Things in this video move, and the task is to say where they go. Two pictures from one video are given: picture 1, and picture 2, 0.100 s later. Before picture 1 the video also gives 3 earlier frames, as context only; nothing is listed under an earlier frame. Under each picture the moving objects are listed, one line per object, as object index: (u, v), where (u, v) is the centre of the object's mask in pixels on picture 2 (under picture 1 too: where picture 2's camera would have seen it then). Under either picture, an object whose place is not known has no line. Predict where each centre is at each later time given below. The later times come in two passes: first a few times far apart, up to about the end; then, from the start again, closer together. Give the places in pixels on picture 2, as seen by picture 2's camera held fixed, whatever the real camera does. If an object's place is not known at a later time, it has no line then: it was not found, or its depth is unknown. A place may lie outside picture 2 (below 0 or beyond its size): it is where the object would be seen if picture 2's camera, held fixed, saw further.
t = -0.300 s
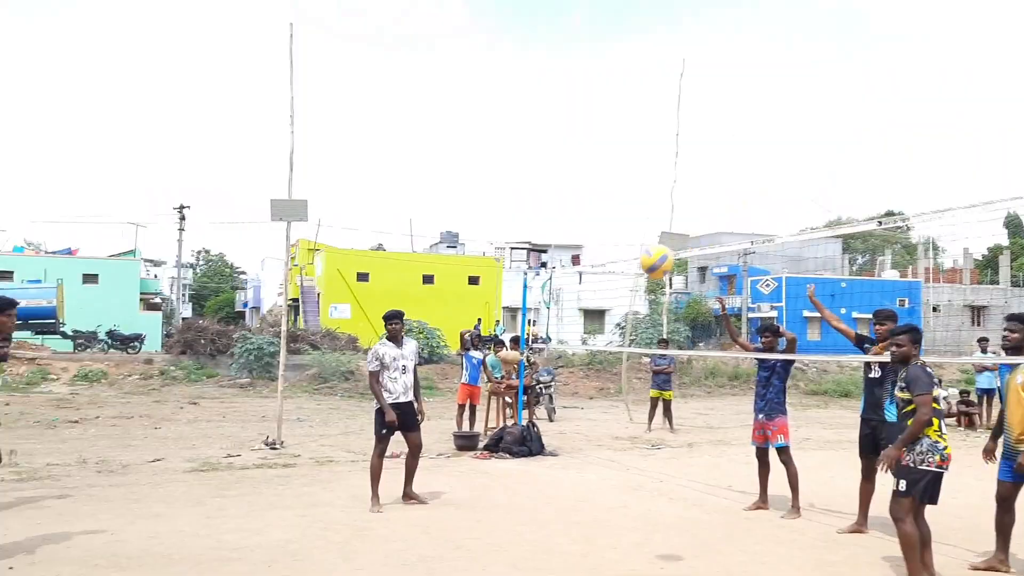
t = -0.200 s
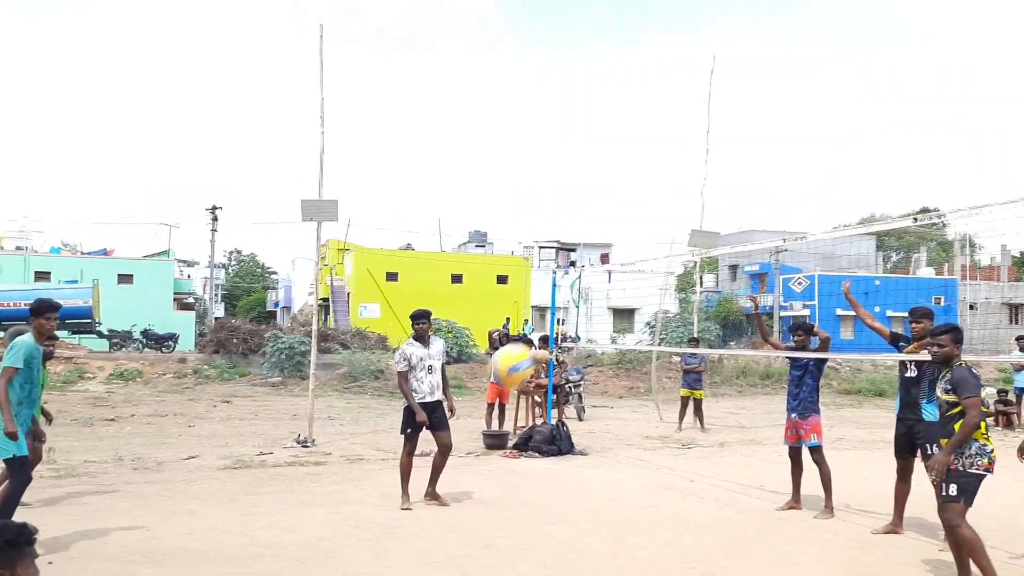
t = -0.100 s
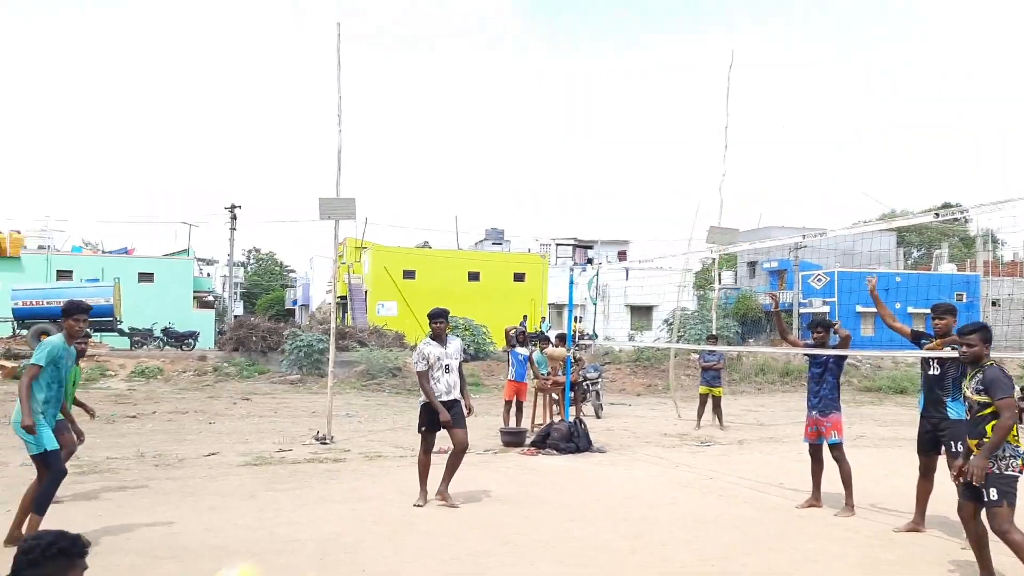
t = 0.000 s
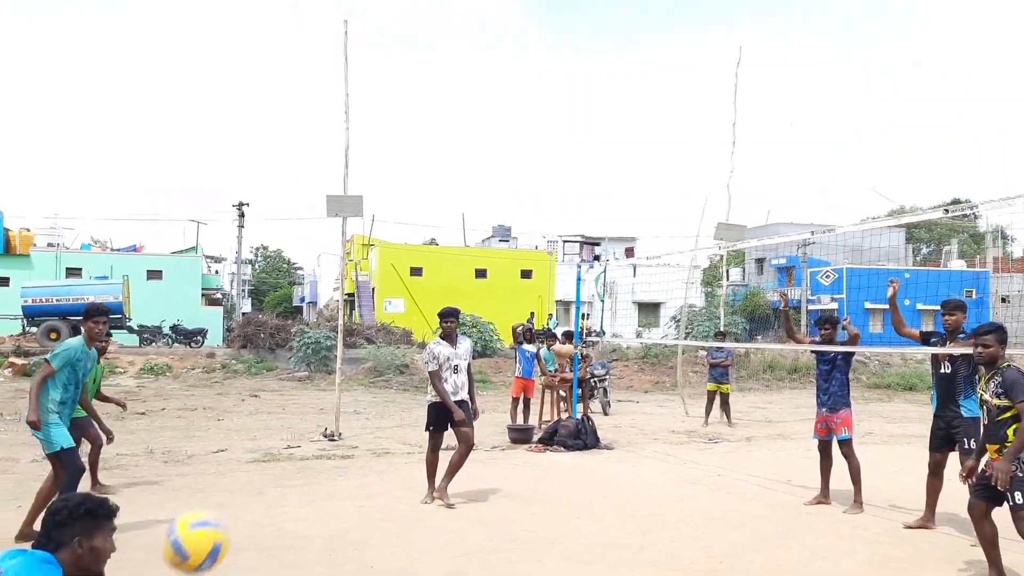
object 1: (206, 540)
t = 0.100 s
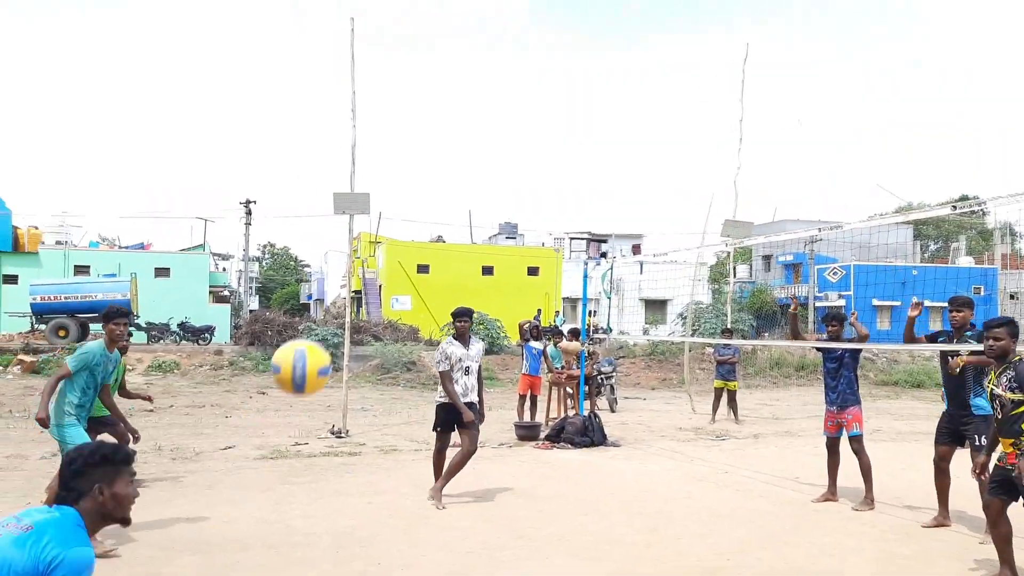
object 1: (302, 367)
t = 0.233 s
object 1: (409, 204)
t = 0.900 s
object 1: (750, 117)
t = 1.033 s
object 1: (795, 202)
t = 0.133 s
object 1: (330, 320)
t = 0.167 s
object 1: (358, 277)
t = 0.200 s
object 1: (383, 239)
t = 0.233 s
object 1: (409, 204)
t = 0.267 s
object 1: (431, 172)
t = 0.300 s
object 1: (454, 144)
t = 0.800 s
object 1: (711, 71)
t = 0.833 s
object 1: (725, 84)
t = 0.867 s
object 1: (739, 99)
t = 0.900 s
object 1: (750, 117)
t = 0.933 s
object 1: (762, 136)
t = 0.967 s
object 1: (773, 156)
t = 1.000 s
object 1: (784, 179)
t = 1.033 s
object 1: (795, 202)
